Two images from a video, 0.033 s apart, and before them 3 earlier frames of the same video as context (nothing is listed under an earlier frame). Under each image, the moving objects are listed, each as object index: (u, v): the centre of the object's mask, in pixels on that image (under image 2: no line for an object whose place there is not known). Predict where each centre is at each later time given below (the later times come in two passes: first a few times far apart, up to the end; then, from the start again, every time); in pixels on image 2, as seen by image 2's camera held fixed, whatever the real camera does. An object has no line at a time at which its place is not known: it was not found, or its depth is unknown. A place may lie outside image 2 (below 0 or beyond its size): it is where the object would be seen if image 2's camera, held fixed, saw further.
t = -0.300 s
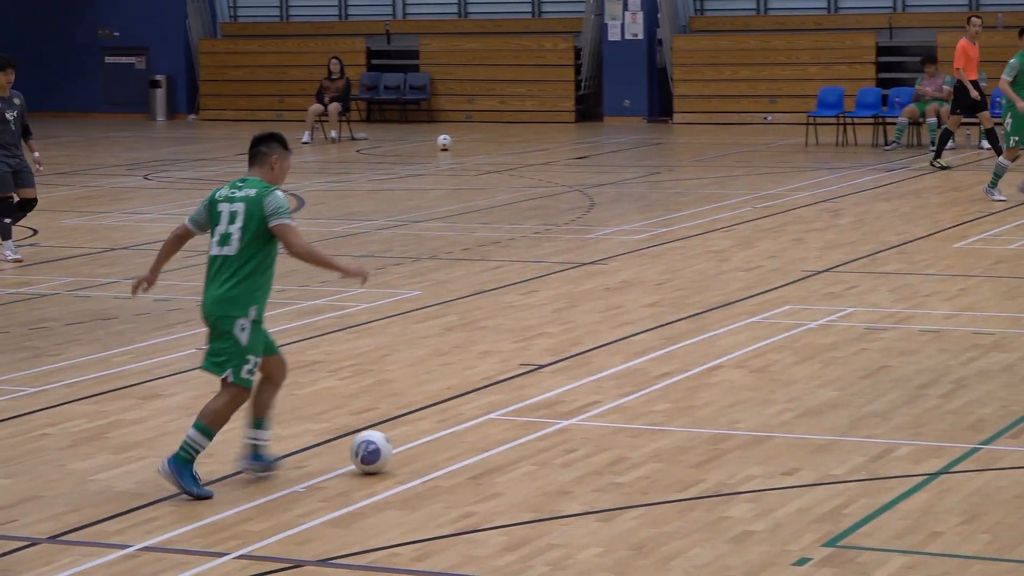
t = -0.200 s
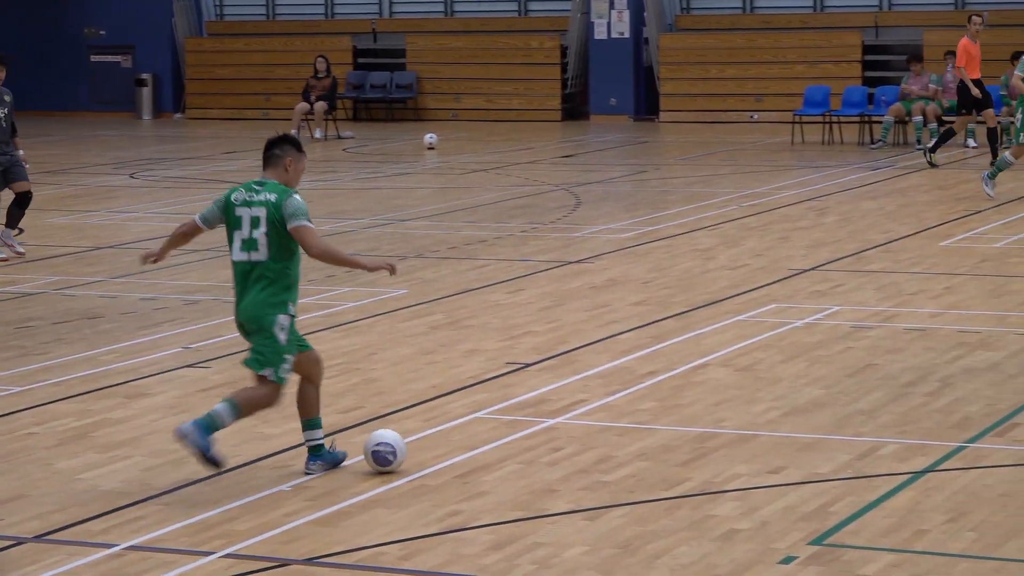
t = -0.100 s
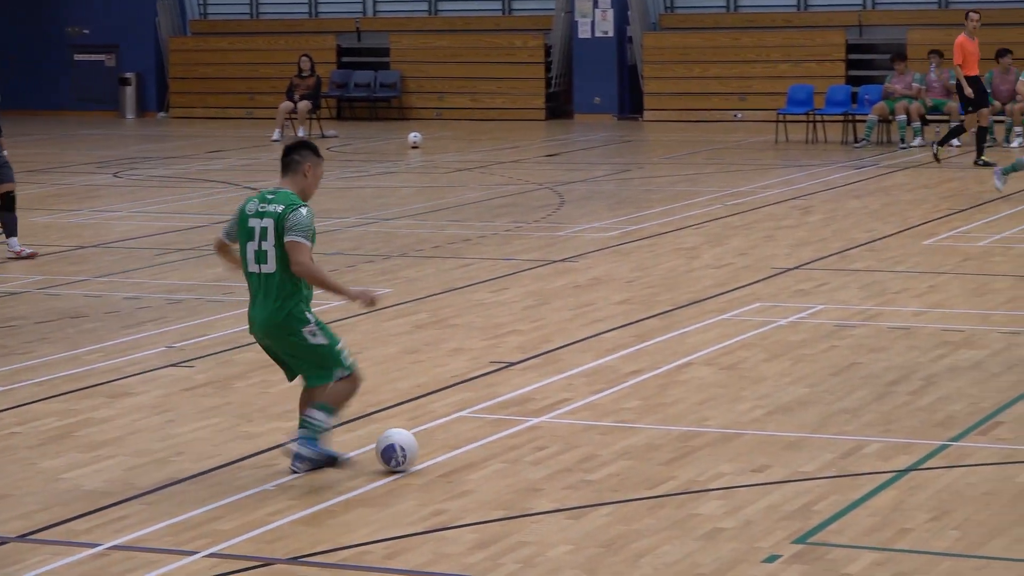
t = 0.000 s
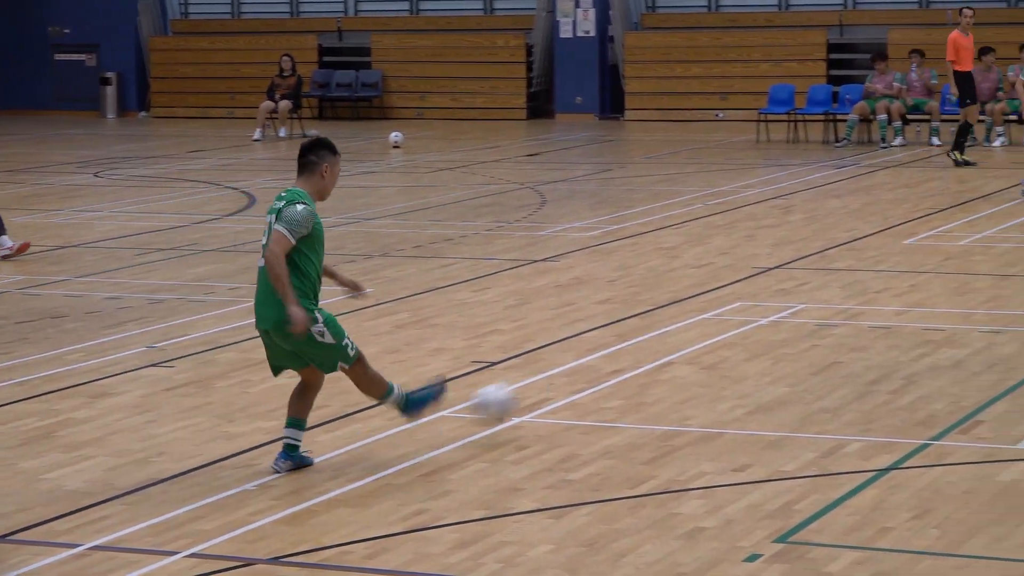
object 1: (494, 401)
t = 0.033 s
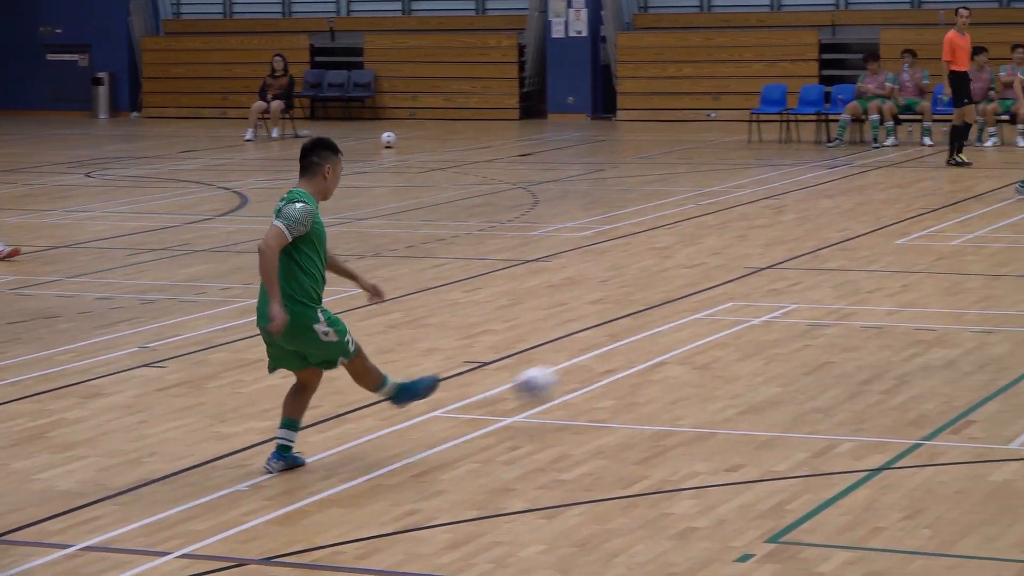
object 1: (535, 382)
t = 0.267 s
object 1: (822, 327)
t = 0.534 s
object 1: (1019, 275)
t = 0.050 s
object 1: (560, 375)
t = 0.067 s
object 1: (586, 369)
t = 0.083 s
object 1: (610, 362)
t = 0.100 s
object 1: (632, 355)
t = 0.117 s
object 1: (654, 350)
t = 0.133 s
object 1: (674, 345)
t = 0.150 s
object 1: (694, 340)
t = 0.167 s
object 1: (713, 337)
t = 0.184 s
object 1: (732, 334)
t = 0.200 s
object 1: (753, 331)
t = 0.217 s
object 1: (771, 330)
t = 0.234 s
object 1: (787, 329)
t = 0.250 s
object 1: (805, 328)
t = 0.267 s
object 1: (822, 327)
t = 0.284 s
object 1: (839, 327)
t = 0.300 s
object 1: (853, 322)
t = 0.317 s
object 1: (868, 316)
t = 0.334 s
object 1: (881, 311)
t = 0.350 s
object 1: (894, 306)
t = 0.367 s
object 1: (907, 303)
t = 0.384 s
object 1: (920, 299)
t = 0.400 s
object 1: (933, 296)
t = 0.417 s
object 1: (945, 294)
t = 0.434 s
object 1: (956, 292)
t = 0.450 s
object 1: (968, 290)
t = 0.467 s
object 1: (980, 288)
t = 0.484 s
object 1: (990, 284)
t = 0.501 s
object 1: (1000, 282)
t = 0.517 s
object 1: (1009, 278)
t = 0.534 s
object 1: (1019, 275)
